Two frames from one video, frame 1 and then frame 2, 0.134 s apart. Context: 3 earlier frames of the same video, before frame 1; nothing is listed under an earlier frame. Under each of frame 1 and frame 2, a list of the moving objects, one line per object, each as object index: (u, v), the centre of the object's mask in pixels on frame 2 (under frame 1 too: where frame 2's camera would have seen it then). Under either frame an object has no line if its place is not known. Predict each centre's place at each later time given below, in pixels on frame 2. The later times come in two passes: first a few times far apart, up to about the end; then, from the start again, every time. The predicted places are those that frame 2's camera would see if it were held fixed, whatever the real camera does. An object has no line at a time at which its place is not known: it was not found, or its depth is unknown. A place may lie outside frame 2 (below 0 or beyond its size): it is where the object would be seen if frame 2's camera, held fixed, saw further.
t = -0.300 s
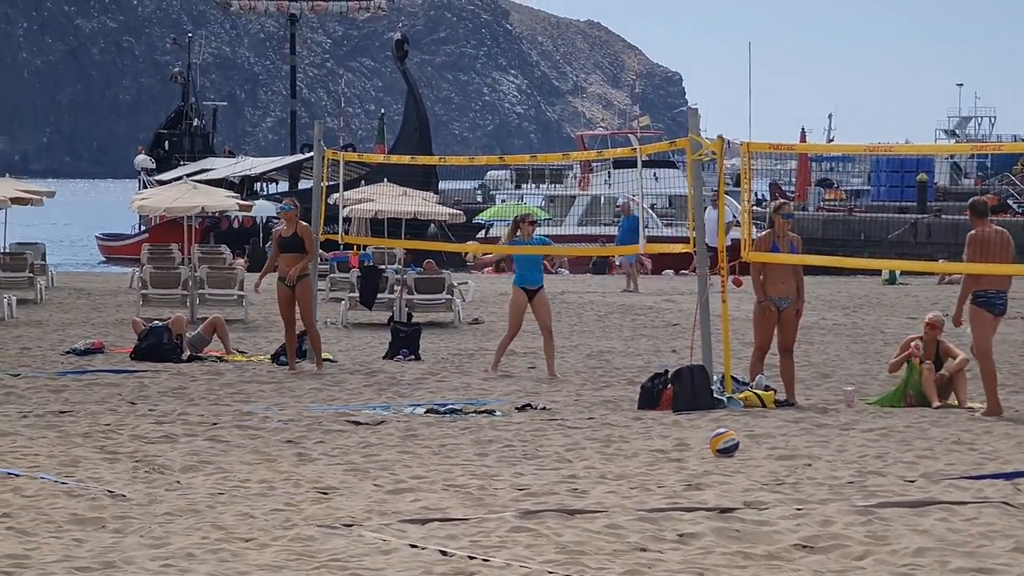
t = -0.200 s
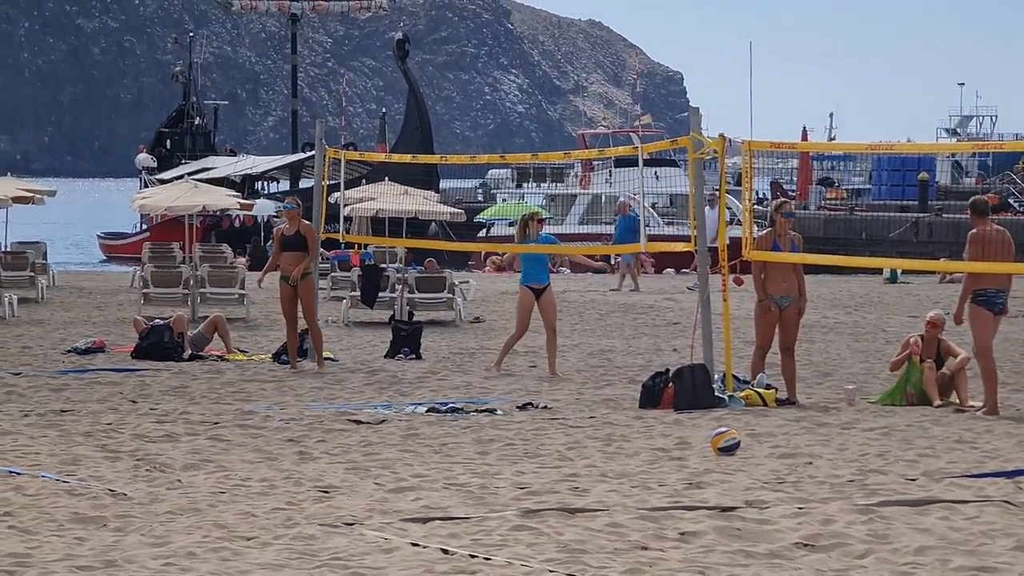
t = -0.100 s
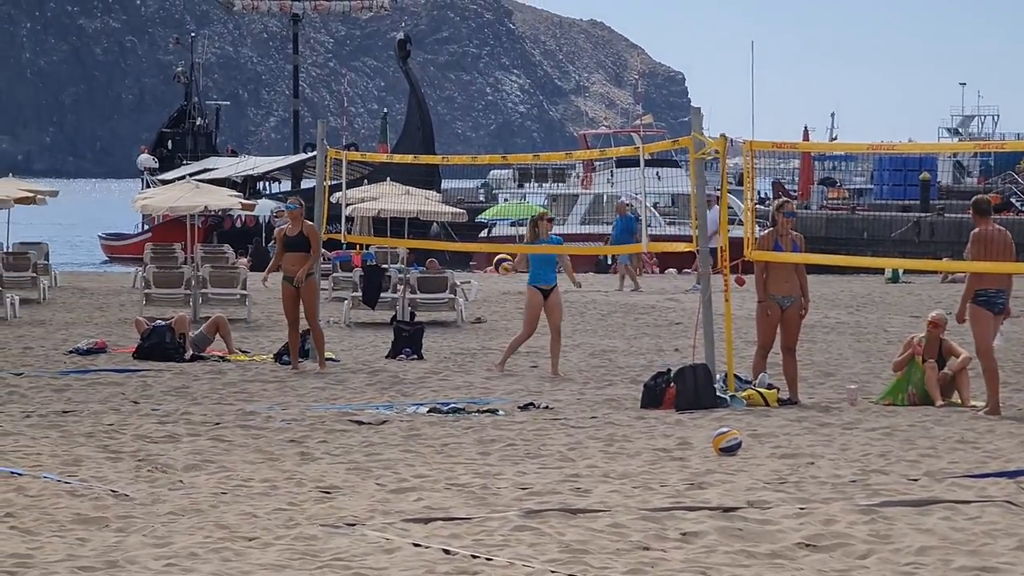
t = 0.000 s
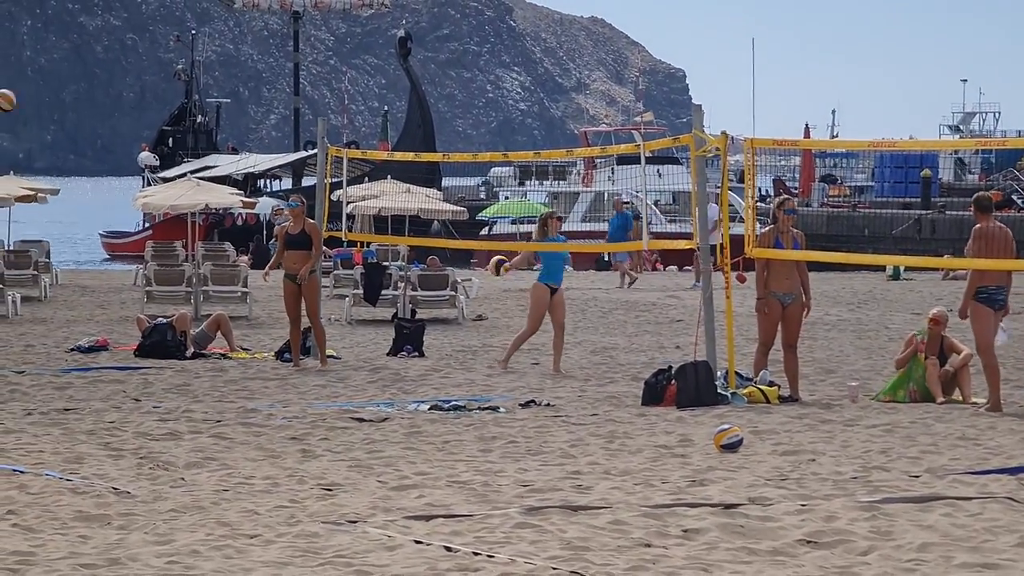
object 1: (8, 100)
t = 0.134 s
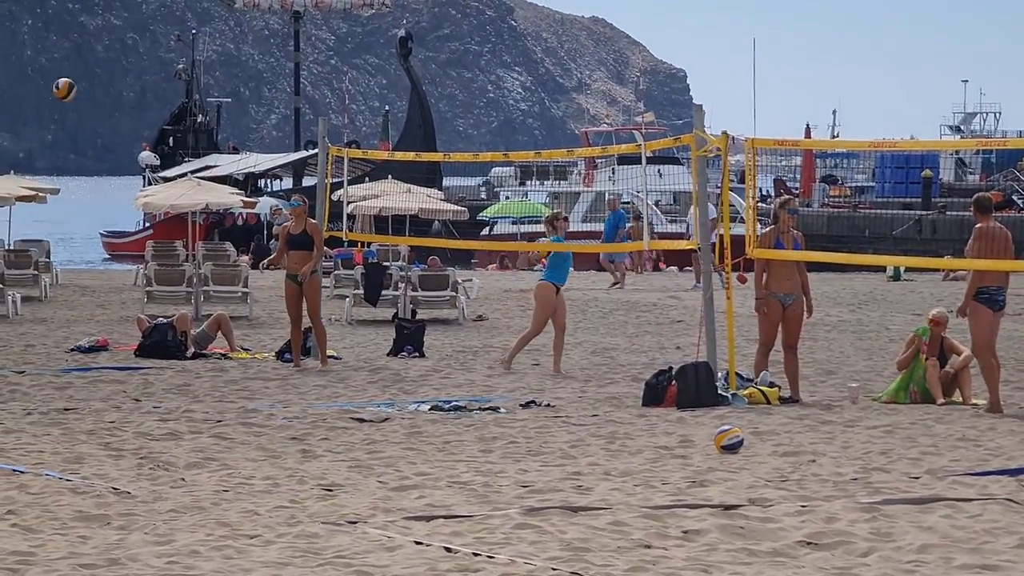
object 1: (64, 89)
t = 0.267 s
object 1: (121, 97)
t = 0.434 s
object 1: (186, 130)
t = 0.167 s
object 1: (79, 89)
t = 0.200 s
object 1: (94, 90)
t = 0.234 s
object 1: (108, 93)
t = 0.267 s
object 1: (121, 97)
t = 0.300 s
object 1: (134, 101)
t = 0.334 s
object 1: (148, 107)
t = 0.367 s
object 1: (161, 113)
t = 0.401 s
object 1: (174, 122)
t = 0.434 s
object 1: (186, 130)
